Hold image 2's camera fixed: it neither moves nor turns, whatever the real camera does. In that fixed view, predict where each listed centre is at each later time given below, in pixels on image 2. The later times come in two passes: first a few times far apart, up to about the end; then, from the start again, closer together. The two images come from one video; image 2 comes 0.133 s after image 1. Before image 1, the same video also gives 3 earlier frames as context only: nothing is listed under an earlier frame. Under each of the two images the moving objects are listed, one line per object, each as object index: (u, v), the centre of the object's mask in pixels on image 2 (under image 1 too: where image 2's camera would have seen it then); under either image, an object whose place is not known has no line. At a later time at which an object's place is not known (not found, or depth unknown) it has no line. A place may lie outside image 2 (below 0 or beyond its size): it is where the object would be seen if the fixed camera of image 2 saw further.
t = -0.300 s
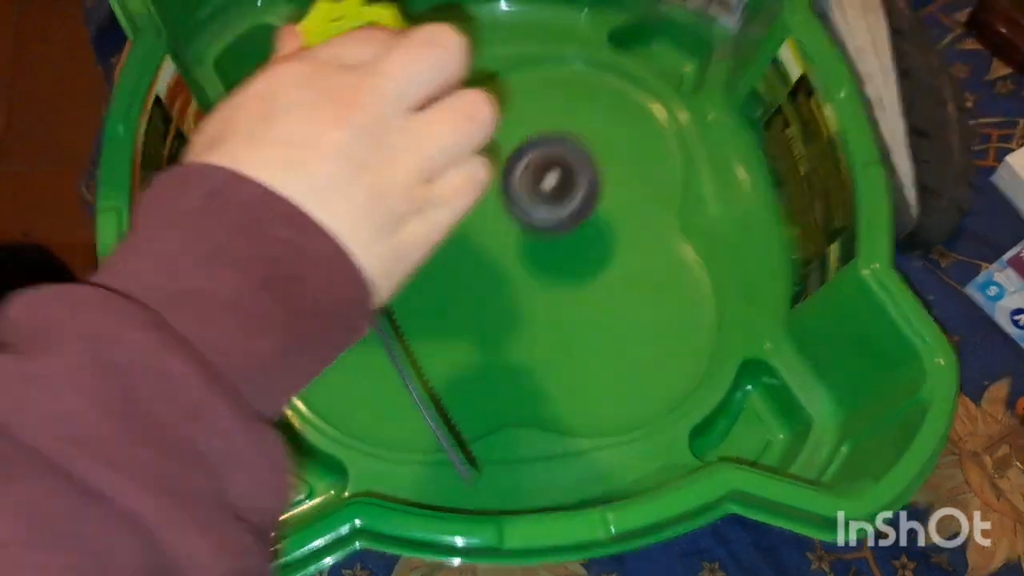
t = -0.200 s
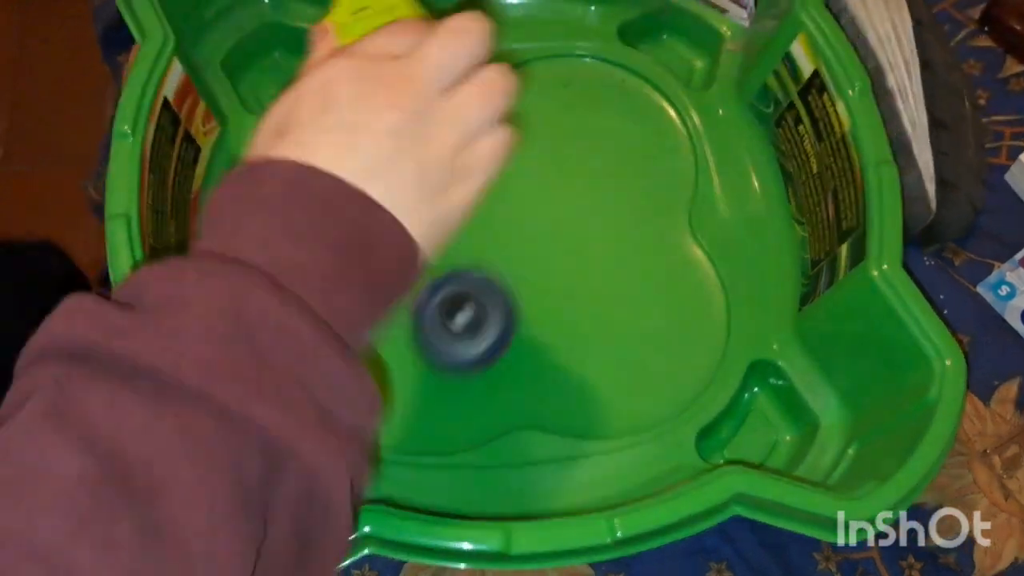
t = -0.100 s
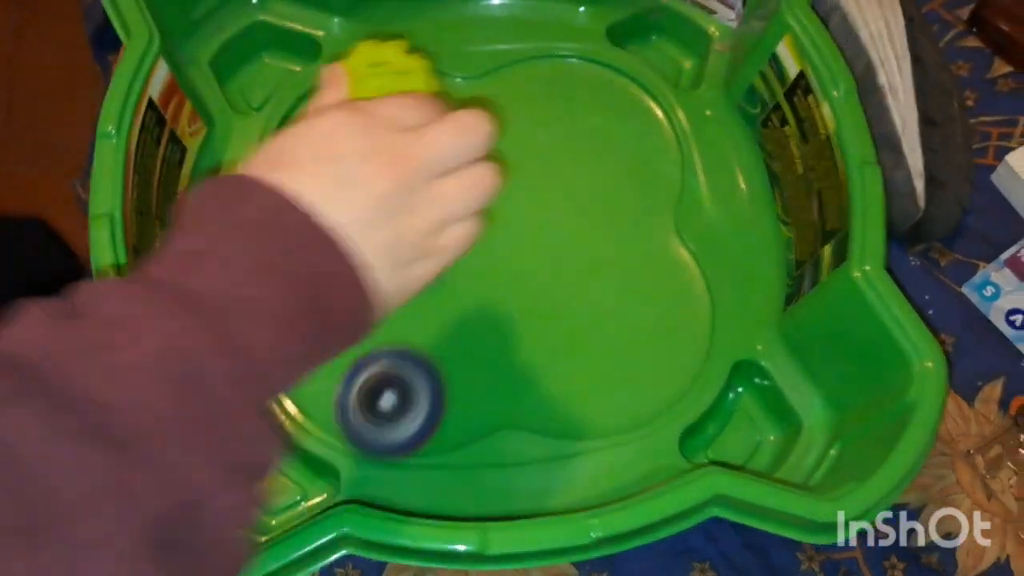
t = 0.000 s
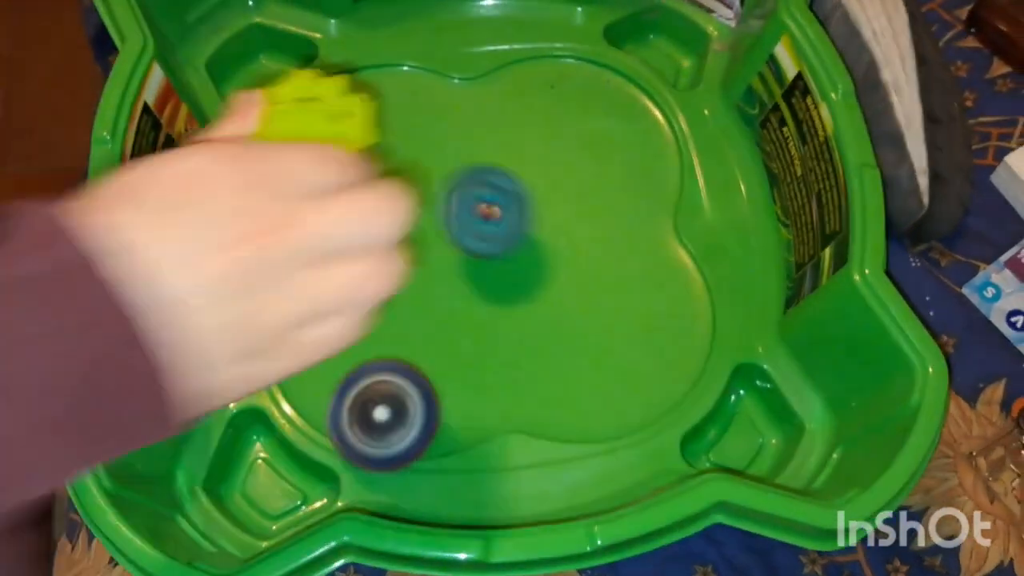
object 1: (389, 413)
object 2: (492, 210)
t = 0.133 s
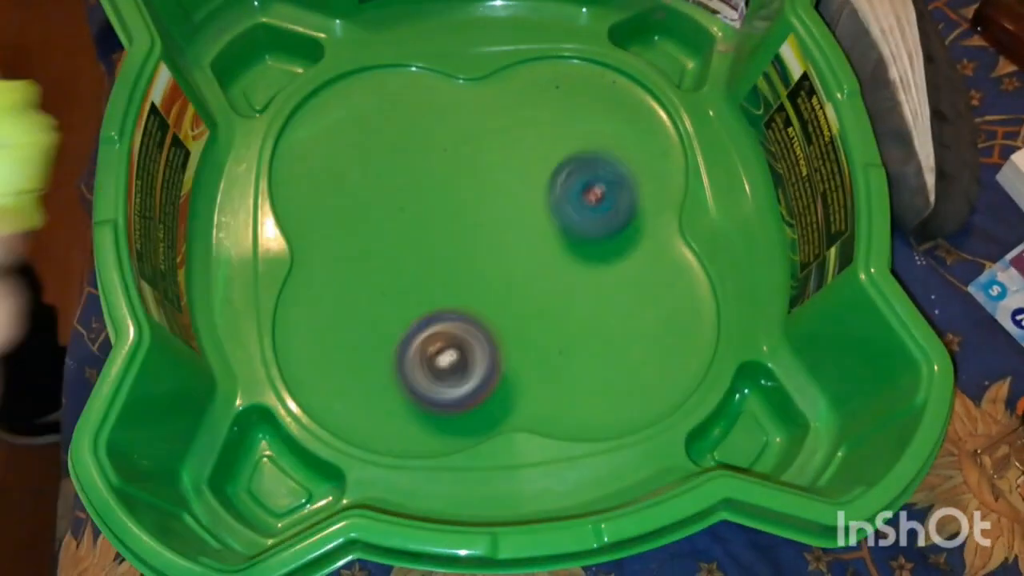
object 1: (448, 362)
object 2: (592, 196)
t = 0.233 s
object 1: (534, 310)
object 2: (634, 131)
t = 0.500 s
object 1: (656, 112)
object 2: (552, 60)
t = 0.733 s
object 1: (629, 110)
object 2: (435, 128)
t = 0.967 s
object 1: (640, 153)
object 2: (451, 190)
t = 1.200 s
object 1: (642, 140)
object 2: (461, 293)
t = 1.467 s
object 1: (577, 94)
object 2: (589, 324)
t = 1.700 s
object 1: (496, 74)
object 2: (653, 301)
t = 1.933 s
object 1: (440, 237)
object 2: (605, 205)
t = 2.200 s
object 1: (682, 292)
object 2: (406, 213)
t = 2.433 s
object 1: (713, 151)
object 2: (419, 332)
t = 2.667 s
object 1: (586, 82)
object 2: (538, 304)
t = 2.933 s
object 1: (383, 173)
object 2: (489, 136)
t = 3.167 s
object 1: (443, 374)
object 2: (362, 134)
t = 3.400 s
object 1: (670, 326)
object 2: (351, 207)
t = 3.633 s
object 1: (608, 156)
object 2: (484, 247)
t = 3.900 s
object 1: (467, 26)
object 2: (574, 217)
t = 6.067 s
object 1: (519, 25)
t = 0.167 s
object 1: (474, 345)
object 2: (609, 178)
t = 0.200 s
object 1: (502, 328)
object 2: (623, 157)
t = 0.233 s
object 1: (534, 310)
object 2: (634, 131)
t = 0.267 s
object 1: (569, 289)
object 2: (646, 103)
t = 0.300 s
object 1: (606, 267)
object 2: (649, 77)
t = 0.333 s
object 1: (640, 243)
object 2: (636, 66)
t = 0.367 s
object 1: (668, 219)
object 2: (619, 64)
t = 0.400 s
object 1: (683, 187)
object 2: (601, 56)
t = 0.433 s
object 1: (684, 158)
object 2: (584, 54)
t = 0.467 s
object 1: (676, 136)
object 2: (565, 58)
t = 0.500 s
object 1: (656, 112)
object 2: (552, 60)
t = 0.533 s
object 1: (641, 92)
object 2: (546, 59)
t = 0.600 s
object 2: (490, 69)
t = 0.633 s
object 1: (641, 94)
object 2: (464, 91)
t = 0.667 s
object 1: (636, 99)
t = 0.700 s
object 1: (632, 105)
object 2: (437, 117)
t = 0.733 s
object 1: (629, 110)
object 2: (435, 128)
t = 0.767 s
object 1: (624, 116)
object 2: (440, 139)
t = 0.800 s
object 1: (619, 122)
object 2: (449, 151)
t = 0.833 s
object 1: (613, 130)
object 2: (462, 162)
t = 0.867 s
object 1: (606, 138)
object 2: (478, 172)
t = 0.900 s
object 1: (599, 146)
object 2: (496, 178)
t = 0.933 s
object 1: (613, 151)
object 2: (481, 183)
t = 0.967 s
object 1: (640, 153)
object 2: (451, 190)
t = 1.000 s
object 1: (665, 153)
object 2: (429, 199)
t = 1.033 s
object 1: (685, 150)
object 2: (416, 214)
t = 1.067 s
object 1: (689, 146)
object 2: (411, 231)
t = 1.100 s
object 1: (686, 144)
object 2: (414, 249)
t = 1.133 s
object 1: (671, 144)
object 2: (424, 266)
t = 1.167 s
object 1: (655, 141)
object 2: (440, 282)
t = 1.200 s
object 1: (642, 140)
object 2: (461, 293)
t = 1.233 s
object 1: (630, 141)
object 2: (485, 299)
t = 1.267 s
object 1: (619, 145)
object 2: (512, 299)
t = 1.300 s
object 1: (609, 152)
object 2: (538, 292)
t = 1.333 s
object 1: (599, 159)
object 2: (562, 279)
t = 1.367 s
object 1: (588, 167)
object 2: (580, 265)
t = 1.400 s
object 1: (586, 139)
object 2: (582, 290)
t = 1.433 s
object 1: (582, 115)
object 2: (585, 311)
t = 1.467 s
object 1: (577, 94)
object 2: (589, 324)
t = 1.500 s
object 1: (573, 77)
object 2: (596, 330)
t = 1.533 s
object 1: (566, 65)
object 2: (607, 332)
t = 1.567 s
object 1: (557, 55)
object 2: (617, 331)
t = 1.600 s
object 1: (546, 49)
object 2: (628, 327)
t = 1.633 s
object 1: (531, 52)
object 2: (638, 320)
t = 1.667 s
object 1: (515, 61)
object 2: (646, 312)
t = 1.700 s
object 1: (496, 74)
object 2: (653, 301)
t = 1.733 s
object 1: (480, 87)
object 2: (658, 290)
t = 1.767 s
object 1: (464, 104)
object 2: (658, 276)
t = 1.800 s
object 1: (450, 125)
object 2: (655, 262)
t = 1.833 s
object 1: (439, 149)
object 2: (648, 247)
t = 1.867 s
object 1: (432, 176)
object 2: (637, 233)
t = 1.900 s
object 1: (432, 206)
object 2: (623, 218)
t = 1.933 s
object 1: (440, 237)
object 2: (605, 205)
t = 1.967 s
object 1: (457, 267)
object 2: (585, 194)
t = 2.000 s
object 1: (481, 291)
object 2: (562, 184)
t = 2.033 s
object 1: (512, 309)
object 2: (534, 179)
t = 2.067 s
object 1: (549, 320)
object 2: (505, 177)
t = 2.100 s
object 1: (586, 323)
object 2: (476, 180)
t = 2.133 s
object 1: (622, 318)
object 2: (449, 187)
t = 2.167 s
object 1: (654, 308)
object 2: (425, 199)
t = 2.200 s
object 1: (682, 292)
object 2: (406, 213)
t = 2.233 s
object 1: (704, 272)
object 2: (390, 231)
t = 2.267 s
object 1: (714, 246)
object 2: (382, 251)
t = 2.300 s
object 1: (714, 222)
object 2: (379, 271)
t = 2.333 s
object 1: (712, 205)
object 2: (381, 288)
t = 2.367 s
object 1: (717, 184)
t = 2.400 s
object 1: (718, 168)
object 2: (403, 319)
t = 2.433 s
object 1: (713, 151)
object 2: (419, 332)
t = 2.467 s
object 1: (703, 135)
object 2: (436, 340)
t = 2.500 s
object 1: (692, 121)
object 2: (453, 343)
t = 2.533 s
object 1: (677, 109)
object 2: (471, 344)
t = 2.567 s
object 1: (655, 100)
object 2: (489, 339)
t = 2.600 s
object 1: (631, 91)
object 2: (507, 332)
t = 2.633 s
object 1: (609, 85)
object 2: (523, 320)
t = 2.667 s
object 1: (586, 82)
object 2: (538, 304)
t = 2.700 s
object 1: (561, 81)
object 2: (549, 284)
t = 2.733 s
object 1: (535, 83)
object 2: (556, 262)
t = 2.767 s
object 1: (508, 88)
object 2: (556, 238)
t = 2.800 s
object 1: (479, 96)
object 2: (552, 214)
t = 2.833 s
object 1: (452, 108)
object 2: (542, 190)
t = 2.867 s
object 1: (426, 125)
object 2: (527, 169)
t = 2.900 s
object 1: (402, 147)
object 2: (510, 151)
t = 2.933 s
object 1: (383, 173)
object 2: (489, 136)
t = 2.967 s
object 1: (369, 202)
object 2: (467, 127)
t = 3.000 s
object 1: (362, 234)
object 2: (445, 121)
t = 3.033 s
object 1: (363, 267)
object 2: (424, 118)
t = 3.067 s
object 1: (372, 299)
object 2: (405, 119)
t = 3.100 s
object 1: (390, 329)
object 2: (388, 122)
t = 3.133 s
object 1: (414, 354)
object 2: (373, 128)
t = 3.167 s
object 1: (443, 374)
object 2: (362, 134)
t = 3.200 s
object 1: (477, 388)
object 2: (352, 143)
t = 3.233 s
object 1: (512, 394)
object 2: (345, 152)
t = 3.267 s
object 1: (550, 392)
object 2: (341, 161)
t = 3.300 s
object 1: (587, 384)
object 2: (339, 172)
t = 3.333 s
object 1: (619, 369)
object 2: (340, 183)
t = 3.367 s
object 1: (647, 350)
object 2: (344, 195)
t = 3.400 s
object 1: (670, 326)
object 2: (351, 207)
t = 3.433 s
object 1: (688, 299)
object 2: (362, 220)
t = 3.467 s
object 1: (700, 270)
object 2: (376, 231)
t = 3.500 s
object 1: (701, 239)
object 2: (393, 240)
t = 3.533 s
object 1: (684, 214)
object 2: (413, 248)
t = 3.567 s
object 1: (655, 194)
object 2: (436, 251)
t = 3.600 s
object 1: (631, 174)
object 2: (461, 251)
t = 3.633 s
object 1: (608, 156)
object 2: (484, 247)
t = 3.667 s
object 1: (588, 138)
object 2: (503, 241)
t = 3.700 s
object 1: (569, 123)
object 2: (521, 229)
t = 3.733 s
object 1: (549, 111)
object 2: (536, 212)
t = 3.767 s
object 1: (530, 100)
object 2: (548, 191)
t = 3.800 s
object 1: (509, 69)
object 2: (555, 200)
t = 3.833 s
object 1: (492, 42)
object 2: (562, 212)
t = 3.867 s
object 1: (478, 31)
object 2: (568, 216)
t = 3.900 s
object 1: (467, 26)
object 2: (574, 217)
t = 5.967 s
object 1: (510, 115)
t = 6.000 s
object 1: (508, 64)
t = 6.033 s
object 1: (514, 35)
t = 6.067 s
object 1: (519, 25)
